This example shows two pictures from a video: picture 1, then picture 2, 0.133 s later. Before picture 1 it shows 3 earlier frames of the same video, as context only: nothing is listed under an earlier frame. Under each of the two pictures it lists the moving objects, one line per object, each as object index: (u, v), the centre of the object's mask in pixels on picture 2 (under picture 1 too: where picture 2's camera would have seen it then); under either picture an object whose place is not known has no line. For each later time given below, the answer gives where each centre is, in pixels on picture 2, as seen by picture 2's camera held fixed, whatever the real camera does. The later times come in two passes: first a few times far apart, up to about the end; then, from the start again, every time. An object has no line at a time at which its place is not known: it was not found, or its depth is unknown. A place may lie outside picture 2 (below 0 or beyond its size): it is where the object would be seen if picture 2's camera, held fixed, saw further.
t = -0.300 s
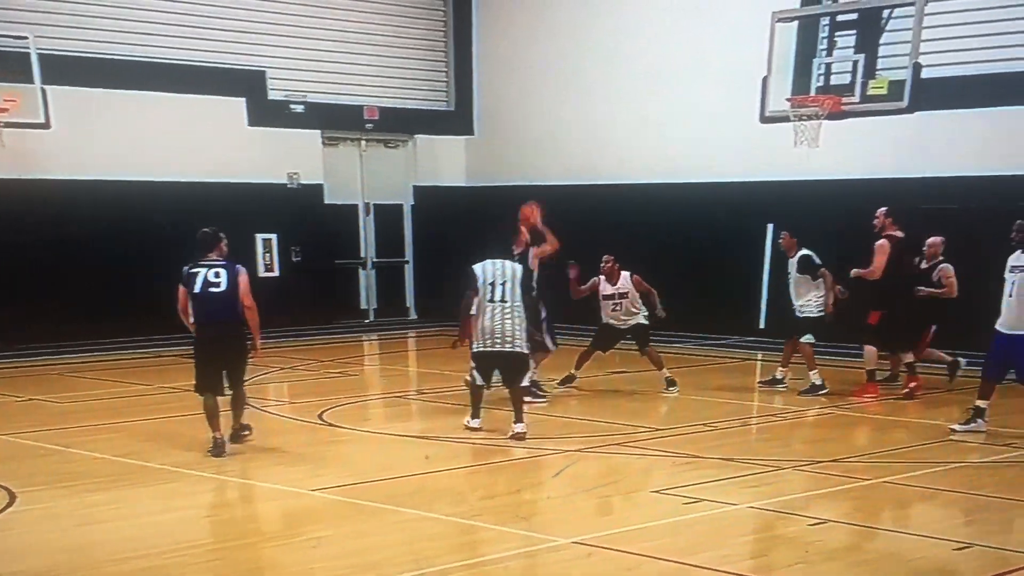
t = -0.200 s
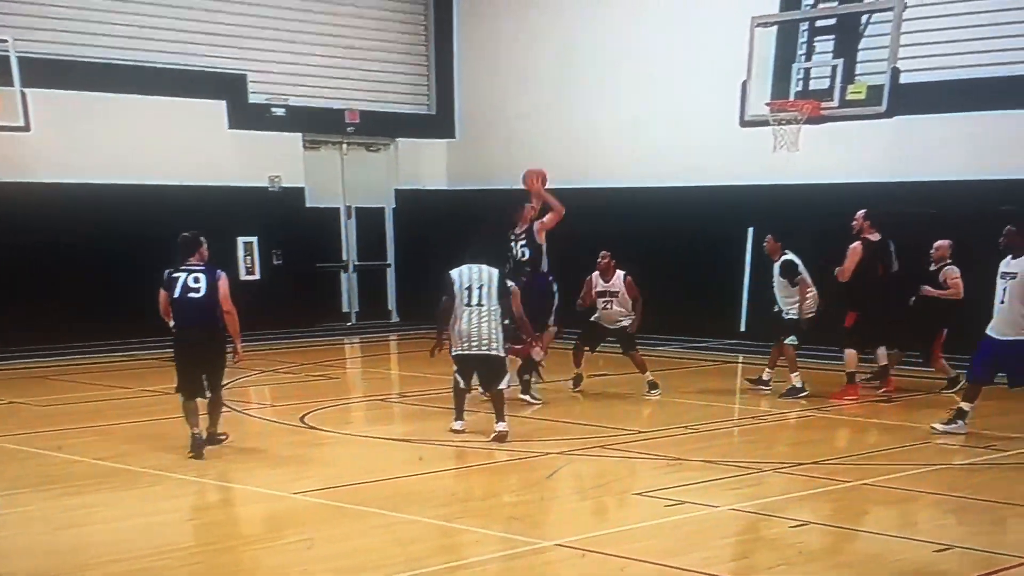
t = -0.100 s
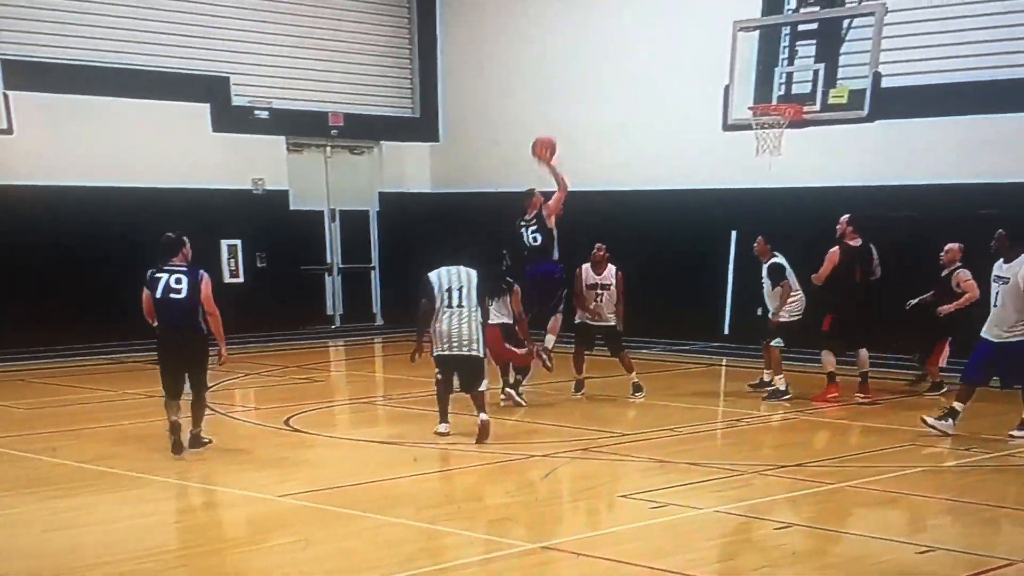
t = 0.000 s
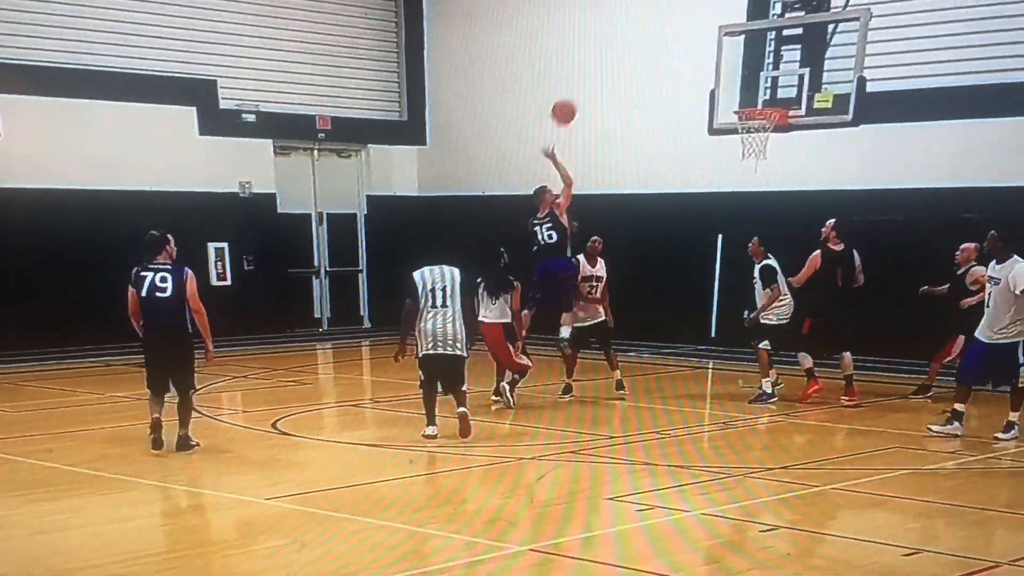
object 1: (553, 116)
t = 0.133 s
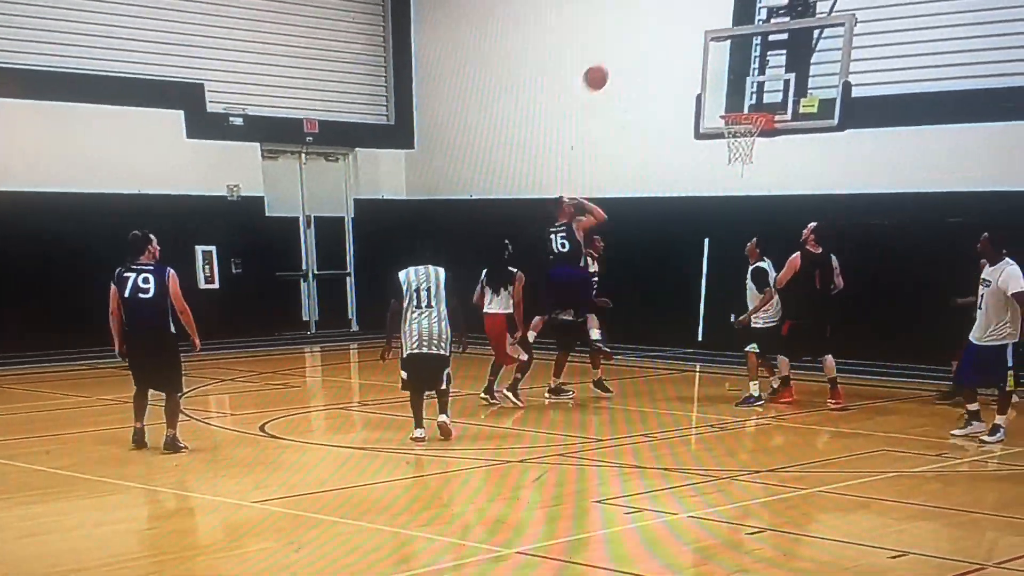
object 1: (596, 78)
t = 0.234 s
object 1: (627, 62)
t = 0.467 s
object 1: (695, 67)
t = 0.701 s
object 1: (746, 111)
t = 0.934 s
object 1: (712, 152)
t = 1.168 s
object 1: (693, 199)
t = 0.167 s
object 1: (606, 71)
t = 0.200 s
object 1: (616, 66)
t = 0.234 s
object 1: (627, 62)
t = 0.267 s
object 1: (637, 59)
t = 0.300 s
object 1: (647, 58)
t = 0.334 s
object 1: (657, 57)
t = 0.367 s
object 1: (667, 58)
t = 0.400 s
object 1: (676, 60)
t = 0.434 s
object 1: (686, 62)
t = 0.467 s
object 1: (695, 67)
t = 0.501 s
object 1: (704, 72)
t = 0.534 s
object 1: (714, 77)
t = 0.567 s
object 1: (722, 85)
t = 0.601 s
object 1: (731, 91)
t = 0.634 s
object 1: (738, 103)
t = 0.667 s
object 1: (747, 108)
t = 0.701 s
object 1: (746, 111)
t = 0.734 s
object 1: (736, 128)
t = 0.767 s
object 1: (729, 137)
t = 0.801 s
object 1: (724, 142)
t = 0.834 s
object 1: (720, 144)
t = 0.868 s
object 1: (717, 145)
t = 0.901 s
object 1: (715, 148)
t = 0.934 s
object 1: (712, 152)
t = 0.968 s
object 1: (709, 155)
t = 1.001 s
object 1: (707, 159)
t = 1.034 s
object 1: (704, 165)
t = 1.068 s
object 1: (701, 172)
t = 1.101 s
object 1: (698, 180)
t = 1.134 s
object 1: (696, 188)
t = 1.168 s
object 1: (693, 199)
